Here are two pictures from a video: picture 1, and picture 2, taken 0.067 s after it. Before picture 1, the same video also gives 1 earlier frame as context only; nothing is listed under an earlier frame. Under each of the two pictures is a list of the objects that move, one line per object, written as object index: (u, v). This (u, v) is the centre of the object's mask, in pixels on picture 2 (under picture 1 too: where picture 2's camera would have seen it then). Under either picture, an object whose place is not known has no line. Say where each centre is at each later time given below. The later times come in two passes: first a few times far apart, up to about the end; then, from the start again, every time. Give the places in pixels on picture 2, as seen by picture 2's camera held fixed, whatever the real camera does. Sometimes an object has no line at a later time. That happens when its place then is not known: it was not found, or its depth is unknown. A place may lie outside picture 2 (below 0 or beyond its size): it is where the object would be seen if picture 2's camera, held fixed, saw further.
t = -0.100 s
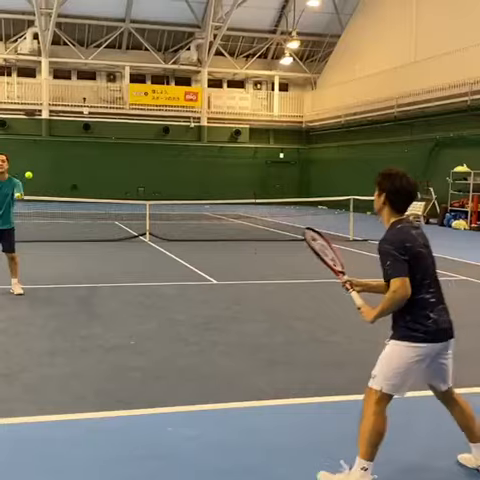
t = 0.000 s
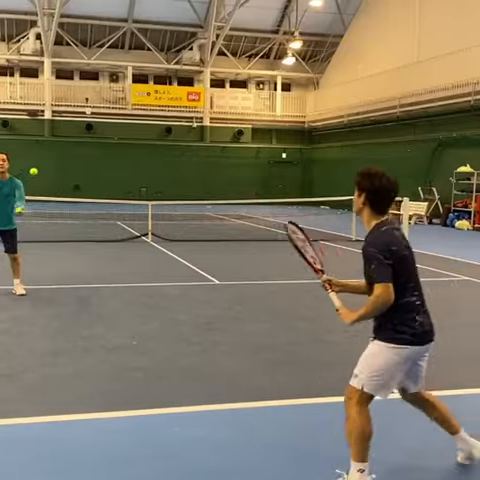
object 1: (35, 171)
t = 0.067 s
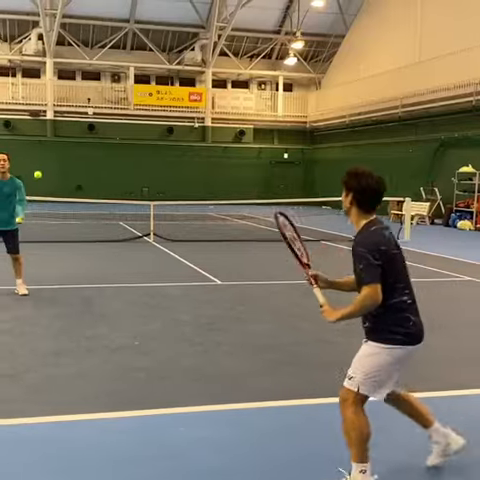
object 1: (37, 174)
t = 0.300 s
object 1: (46, 227)
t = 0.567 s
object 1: (54, 377)
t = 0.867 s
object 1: (70, 277)
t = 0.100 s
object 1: (38, 178)
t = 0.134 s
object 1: (39, 182)
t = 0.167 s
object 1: (40, 188)
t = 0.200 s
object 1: (42, 195)
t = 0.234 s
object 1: (43, 204)
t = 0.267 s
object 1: (45, 215)
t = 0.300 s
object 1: (46, 227)
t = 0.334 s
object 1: (48, 240)
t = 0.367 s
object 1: (49, 256)
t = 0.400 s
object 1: (50, 273)
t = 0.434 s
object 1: (51, 293)
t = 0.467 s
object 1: (52, 314)
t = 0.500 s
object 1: (53, 338)
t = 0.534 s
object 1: (53, 364)
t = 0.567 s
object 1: (54, 377)
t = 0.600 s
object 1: (56, 362)
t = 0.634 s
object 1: (57, 346)
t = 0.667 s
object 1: (59, 333)
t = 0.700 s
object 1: (61, 320)
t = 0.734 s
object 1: (63, 309)
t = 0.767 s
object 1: (64, 299)
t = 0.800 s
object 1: (66, 291)
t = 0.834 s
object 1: (68, 283)
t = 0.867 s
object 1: (70, 277)
